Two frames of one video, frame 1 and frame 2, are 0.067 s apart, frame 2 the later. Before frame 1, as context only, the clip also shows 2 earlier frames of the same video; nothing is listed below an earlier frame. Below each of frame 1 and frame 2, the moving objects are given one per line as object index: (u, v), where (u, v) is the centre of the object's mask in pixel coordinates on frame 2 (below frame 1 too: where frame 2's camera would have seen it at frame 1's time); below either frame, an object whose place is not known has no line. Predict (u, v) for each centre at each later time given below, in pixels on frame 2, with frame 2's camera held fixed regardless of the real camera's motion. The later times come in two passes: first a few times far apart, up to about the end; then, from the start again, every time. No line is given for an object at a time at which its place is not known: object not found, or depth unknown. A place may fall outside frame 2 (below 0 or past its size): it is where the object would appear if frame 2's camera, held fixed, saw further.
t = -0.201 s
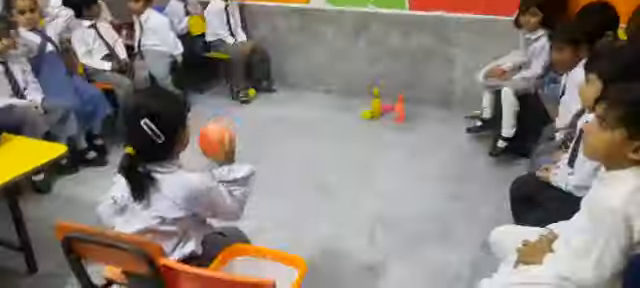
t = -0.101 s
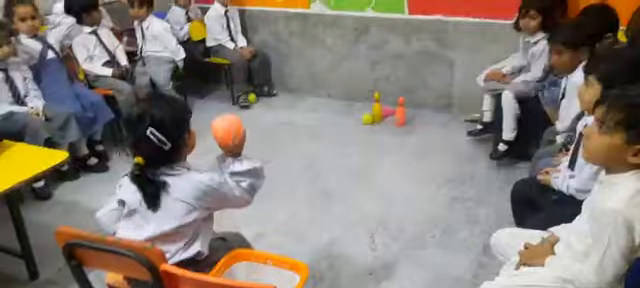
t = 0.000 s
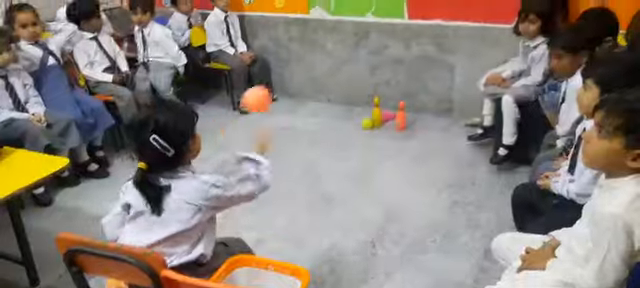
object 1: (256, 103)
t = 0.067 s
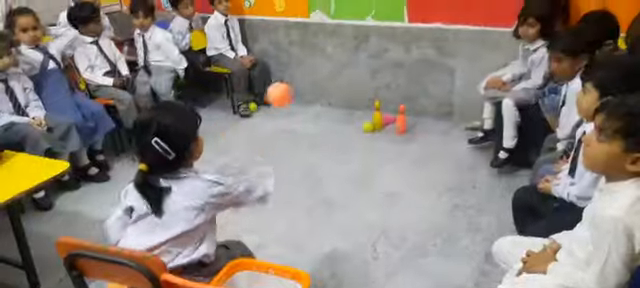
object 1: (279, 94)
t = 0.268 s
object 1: (321, 123)
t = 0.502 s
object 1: (343, 81)
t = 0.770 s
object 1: (357, 62)
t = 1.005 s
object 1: (334, 115)
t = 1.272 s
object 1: (320, 103)
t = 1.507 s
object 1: (307, 117)
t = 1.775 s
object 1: (291, 142)
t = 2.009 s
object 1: (281, 152)
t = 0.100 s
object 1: (289, 95)
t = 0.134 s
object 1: (298, 98)
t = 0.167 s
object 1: (306, 104)
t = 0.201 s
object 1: (312, 110)
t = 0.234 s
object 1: (317, 118)
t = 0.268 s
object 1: (321, 123)
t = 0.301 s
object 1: (330, 137)
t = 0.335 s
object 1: (335, 152)
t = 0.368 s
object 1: (336, 138)
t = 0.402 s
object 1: (338, 121)
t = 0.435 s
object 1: (339, 101)
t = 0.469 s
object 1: (341, 93)
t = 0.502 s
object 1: (343, 81)
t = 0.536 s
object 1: (344, 72)
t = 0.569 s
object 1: (347, 64)
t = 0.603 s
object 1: (348, 61)
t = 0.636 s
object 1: (348, 60)
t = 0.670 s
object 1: (351, 58)
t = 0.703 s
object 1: (353, 58)
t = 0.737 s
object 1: (355, 59)
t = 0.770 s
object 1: (357, 62)
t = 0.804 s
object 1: (355, 68)
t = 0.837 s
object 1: (351, 75)
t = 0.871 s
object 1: (347, 83)
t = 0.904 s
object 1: (342, 93)
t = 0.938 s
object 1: (338, 104)
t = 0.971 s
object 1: (335, 118)
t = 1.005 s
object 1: (334, 115)
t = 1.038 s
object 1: (331, 104)
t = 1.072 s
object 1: (330, 101)
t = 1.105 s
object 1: (328, 98)
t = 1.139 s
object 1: (327, 97)
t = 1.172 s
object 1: (326, 97)
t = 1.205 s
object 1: (324, 96)
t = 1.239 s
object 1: (322, 98)
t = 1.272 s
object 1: (320, 103)
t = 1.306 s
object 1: (318, 111)
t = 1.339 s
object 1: (317, 117)
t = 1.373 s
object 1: (315, 130)
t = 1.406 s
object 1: (314, 132)
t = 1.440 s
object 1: (312, 125)
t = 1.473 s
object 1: (310, 121)
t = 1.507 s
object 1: (307, 117)
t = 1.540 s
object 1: (305, 116)
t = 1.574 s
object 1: (305, 116)
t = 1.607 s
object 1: (302, 117)
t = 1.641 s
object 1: (300, 120)
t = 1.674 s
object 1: (297, 130)
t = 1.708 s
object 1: (296, 136)
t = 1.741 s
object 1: (292, 149)
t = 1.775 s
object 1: (291, 142)
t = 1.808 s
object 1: (290, 138)
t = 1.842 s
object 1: (289, 137)
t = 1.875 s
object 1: (288, 137)
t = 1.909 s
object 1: (286, 137)
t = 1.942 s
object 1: (284, 140)
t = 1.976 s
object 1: (283, 144)
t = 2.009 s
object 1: (281, 152)
